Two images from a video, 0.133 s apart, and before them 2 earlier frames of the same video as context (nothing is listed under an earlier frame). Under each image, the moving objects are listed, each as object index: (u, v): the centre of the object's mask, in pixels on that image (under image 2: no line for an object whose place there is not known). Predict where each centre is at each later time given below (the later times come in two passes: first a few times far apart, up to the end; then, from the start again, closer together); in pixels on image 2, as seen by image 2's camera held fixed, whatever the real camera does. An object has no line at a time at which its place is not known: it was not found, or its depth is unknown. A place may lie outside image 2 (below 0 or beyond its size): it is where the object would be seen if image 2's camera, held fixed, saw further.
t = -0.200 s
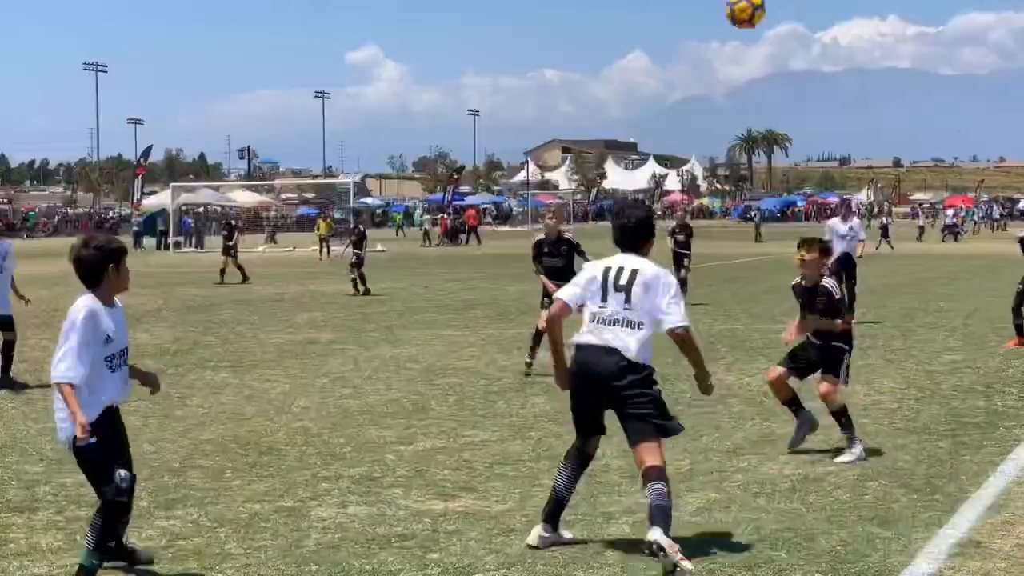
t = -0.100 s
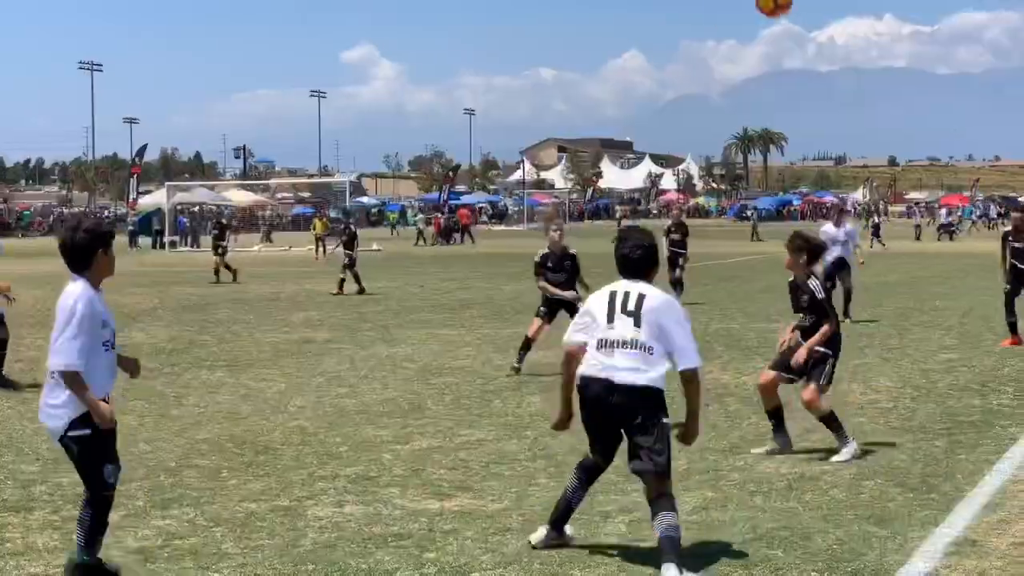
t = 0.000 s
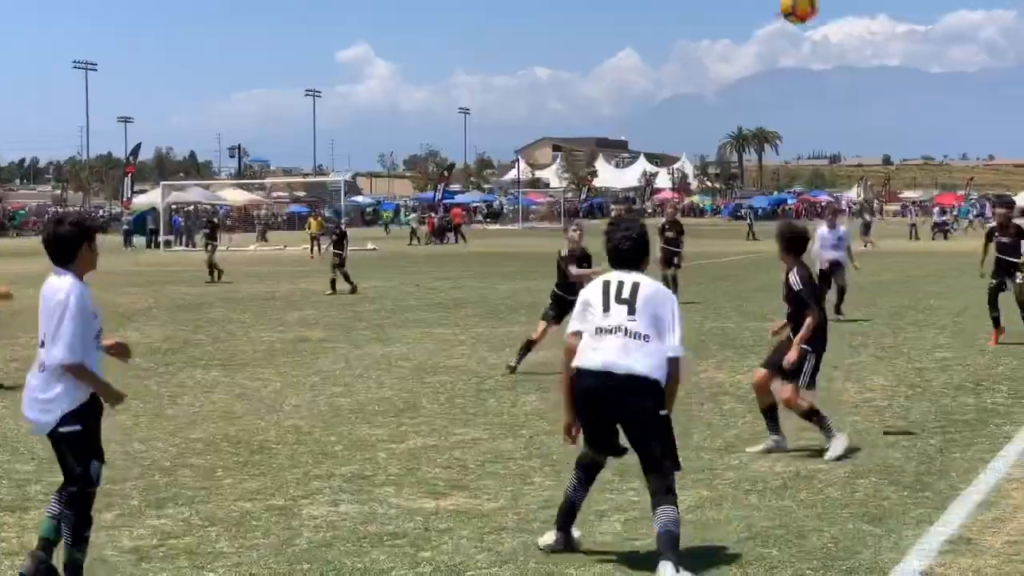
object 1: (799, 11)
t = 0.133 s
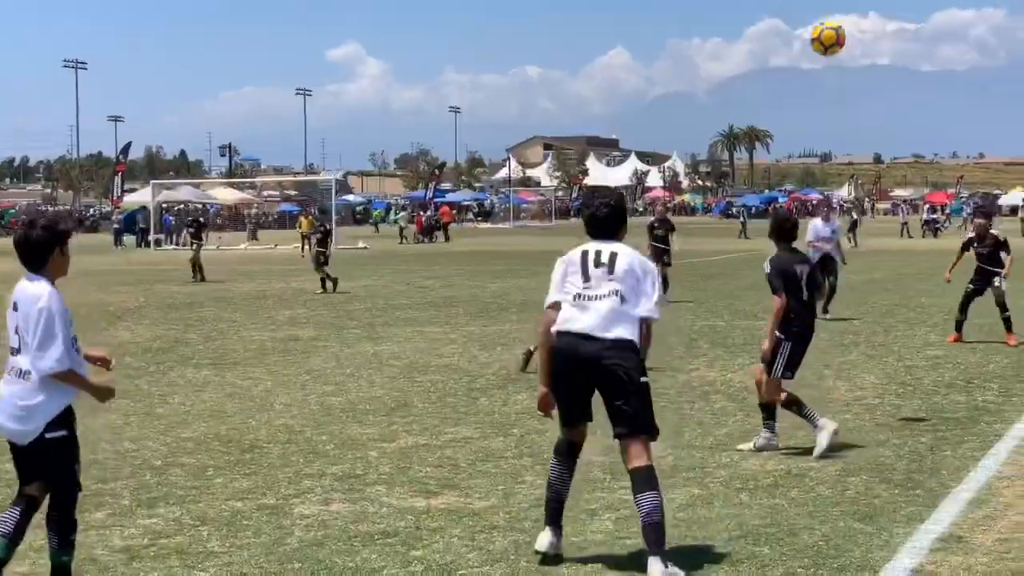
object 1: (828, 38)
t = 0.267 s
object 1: (861, 94)
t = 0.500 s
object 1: (918, 230)
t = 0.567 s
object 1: (934, 277)
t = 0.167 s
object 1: (837, 50)
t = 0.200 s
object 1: (845, 63)
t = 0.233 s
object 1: (854, 78)
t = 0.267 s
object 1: (861, 94)
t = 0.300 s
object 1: (870, 110)
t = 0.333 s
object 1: (876, 128)
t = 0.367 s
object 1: (885, 147)
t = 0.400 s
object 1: (892, 166)
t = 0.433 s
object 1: (898, 187)
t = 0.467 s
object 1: (907, 210)
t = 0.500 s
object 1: (918, 230)
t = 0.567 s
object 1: (934, 277)
